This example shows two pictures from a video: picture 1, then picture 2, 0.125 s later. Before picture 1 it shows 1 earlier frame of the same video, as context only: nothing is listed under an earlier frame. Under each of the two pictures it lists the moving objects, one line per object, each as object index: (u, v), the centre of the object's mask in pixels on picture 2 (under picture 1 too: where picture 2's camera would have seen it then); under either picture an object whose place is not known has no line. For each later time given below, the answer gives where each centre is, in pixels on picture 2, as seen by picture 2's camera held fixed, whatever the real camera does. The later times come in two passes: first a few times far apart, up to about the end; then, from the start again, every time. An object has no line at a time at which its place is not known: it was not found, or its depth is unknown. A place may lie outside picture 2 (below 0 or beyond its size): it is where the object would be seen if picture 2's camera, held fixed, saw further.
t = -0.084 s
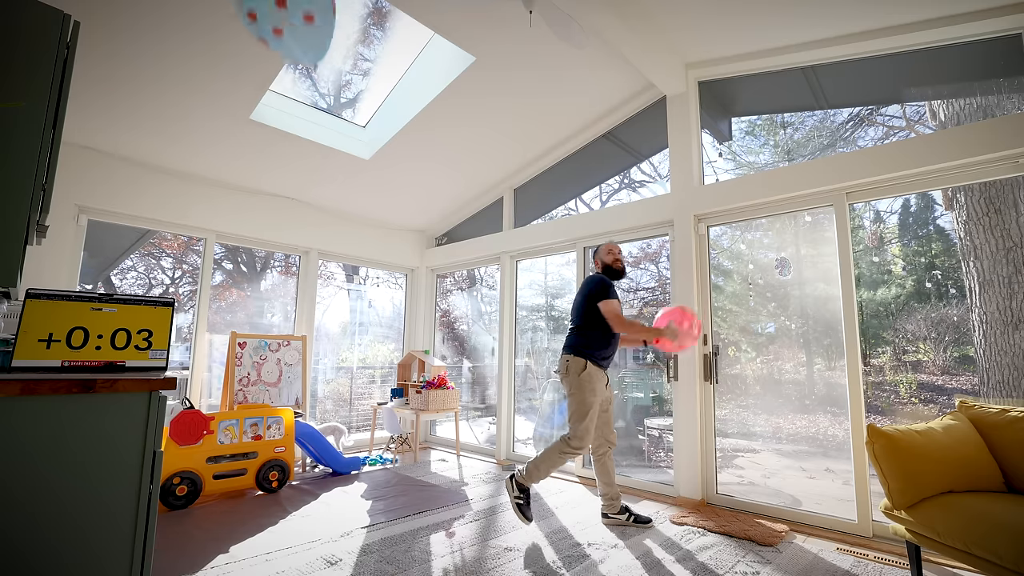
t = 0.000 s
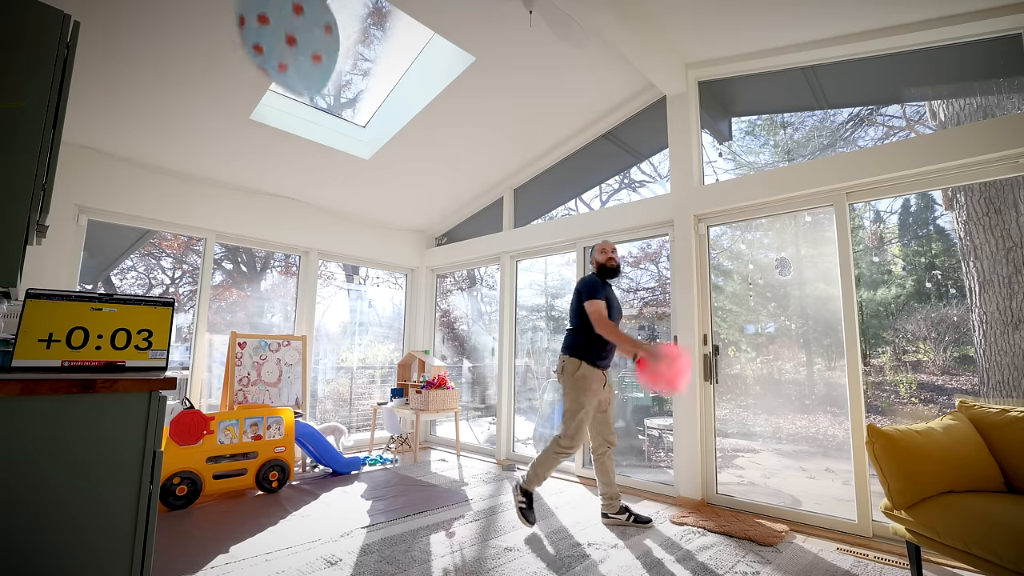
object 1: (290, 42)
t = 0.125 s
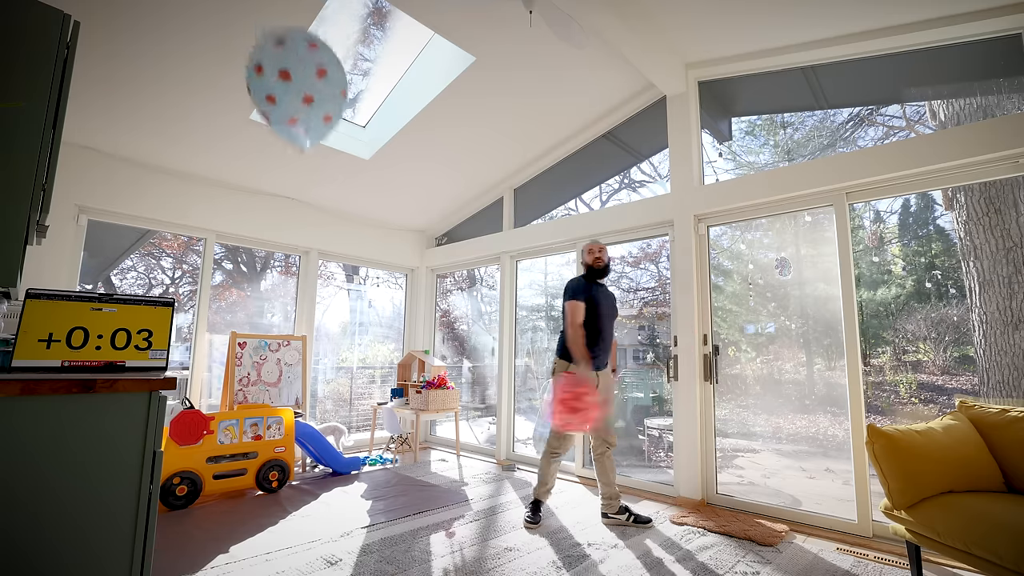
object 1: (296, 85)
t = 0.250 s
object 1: (306, 141)
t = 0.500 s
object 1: (315, 240)
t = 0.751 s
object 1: (314, 335)
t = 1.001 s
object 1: (298, 428)
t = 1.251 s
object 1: (275, 522)
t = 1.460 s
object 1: (261, 567)
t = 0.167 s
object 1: (300, 104)
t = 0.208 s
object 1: (303, 122)
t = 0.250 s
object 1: (306, 141)
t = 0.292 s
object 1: (308, 158)
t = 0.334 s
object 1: (311, 176)
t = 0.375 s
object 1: (312, 192)
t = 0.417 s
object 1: (314, 208)
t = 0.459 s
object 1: (314, 225)
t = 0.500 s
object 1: (315, 240)
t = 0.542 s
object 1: (315, 256)
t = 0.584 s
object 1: (315, 272)
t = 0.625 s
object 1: (315, 288)
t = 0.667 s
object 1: (315, 303)
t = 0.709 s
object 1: (315, 319)
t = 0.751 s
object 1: (314, 335)
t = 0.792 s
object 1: (312, 350)
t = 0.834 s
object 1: (310, 365)
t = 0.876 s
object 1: (308, 380)
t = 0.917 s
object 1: (305, 396)
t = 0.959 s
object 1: (302, 412)
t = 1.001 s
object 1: (298, 428)
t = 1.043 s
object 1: (295, 445)
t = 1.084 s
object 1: (290, 459)
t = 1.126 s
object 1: (286, 474)
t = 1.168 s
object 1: (282, 490)
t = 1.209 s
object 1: (278, 506)
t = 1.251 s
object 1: (275, 522)
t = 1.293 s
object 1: (270, 534)
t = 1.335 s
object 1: (266, 543)
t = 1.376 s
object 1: (262, 551)
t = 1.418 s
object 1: (260, 560)
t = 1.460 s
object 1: (261, 567)
